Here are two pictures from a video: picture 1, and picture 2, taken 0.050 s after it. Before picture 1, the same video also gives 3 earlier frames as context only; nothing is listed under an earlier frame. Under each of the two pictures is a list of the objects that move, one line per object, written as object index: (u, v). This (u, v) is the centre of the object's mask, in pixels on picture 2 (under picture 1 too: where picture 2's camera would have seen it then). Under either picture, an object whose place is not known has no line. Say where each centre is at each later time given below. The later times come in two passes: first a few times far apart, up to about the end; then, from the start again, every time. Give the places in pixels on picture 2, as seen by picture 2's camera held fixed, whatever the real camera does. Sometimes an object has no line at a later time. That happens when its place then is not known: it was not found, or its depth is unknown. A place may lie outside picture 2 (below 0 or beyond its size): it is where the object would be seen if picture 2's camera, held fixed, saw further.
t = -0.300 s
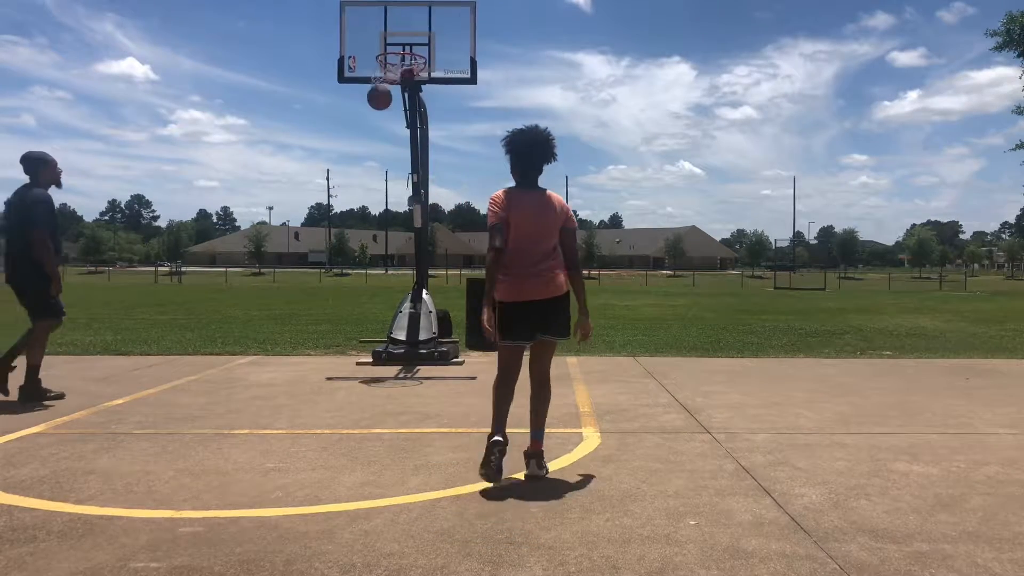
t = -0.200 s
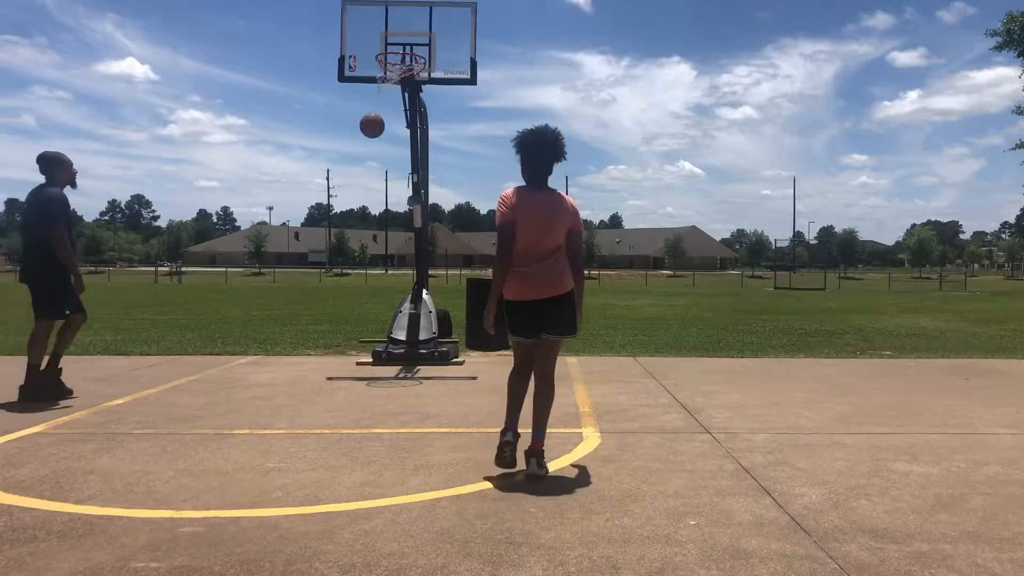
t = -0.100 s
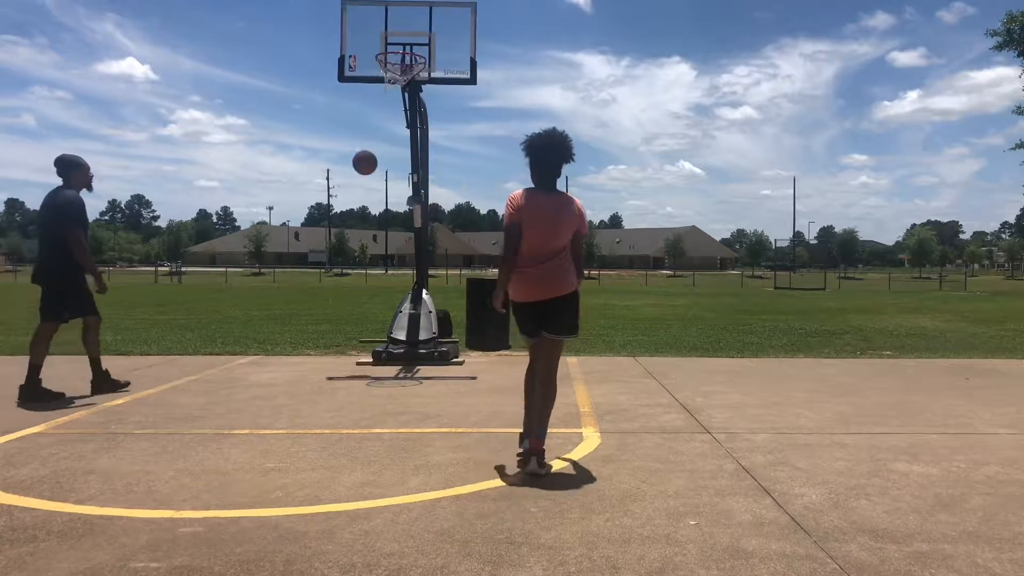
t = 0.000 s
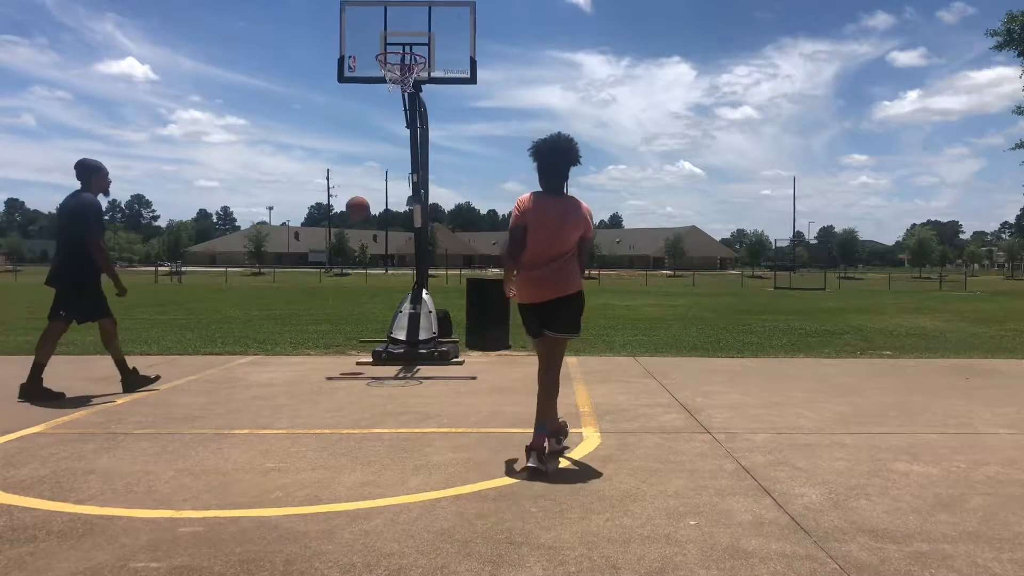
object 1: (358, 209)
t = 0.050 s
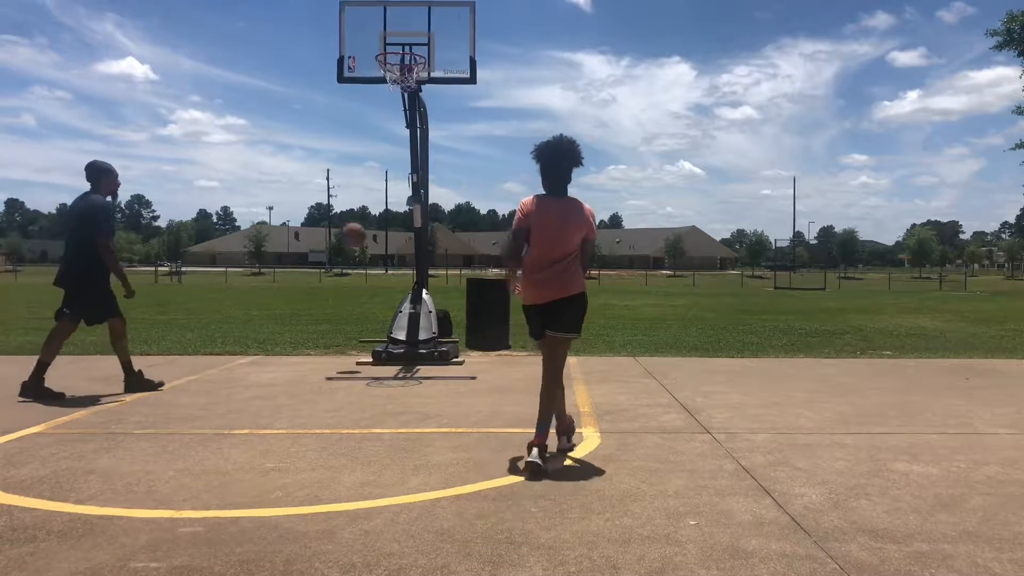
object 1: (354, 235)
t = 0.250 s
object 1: (338, 357)
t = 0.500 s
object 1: (340, 249)
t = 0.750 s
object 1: (341, 191)
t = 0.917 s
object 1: (342, 187)
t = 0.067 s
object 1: (353, 244)
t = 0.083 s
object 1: (350, 253)
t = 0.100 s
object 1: (350, 262)
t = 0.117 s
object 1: (348, 272)
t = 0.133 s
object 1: (347, 283)
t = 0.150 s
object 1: (346, 293)
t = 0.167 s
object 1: (344, 303)
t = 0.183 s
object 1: (343, 313)
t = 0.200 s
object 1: (341, 324)
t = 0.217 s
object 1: (340, 335)
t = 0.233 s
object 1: (339, 347)
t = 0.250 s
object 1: (338, 357)
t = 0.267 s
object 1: (338, 349)
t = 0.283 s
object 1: (338, 340)
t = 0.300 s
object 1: (338, 330)
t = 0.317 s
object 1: (338, 322)
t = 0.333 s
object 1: (338, 313)
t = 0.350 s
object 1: (338, 305)
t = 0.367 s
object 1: (339, 298)
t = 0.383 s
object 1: (339, 291)
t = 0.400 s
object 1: (339, 283)
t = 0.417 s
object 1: (339, 276)
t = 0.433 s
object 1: (339, 269)
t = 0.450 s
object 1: (340, 262)
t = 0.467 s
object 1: (339, 257)
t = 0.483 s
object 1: (340, 253)
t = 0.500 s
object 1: (340, 249)
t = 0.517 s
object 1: (340, 247)
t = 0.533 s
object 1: (340, 233)
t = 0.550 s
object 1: (340, 230)
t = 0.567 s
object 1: (341, 226)
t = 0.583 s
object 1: (341, 223)
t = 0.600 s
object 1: (340, 215)
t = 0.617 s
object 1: (341, 213)
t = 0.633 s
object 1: (341, 211)
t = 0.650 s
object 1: (341, 210)
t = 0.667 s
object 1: (342, 205)
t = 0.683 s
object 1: (342, 199)
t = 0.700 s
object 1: (341, 197)
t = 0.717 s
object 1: (341, 195)
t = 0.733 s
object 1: (341, 193)
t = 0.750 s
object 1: (341, 191)
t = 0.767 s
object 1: (342, 189)
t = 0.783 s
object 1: (342, 188)
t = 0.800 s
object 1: (342, 187)
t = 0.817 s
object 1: (342, 186)
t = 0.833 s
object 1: (342, 185)
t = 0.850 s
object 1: (342, 185)
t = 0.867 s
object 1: (342, 185)
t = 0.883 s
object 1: (342, 185)
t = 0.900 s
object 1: (342, 186)
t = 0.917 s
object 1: (342, 187)
